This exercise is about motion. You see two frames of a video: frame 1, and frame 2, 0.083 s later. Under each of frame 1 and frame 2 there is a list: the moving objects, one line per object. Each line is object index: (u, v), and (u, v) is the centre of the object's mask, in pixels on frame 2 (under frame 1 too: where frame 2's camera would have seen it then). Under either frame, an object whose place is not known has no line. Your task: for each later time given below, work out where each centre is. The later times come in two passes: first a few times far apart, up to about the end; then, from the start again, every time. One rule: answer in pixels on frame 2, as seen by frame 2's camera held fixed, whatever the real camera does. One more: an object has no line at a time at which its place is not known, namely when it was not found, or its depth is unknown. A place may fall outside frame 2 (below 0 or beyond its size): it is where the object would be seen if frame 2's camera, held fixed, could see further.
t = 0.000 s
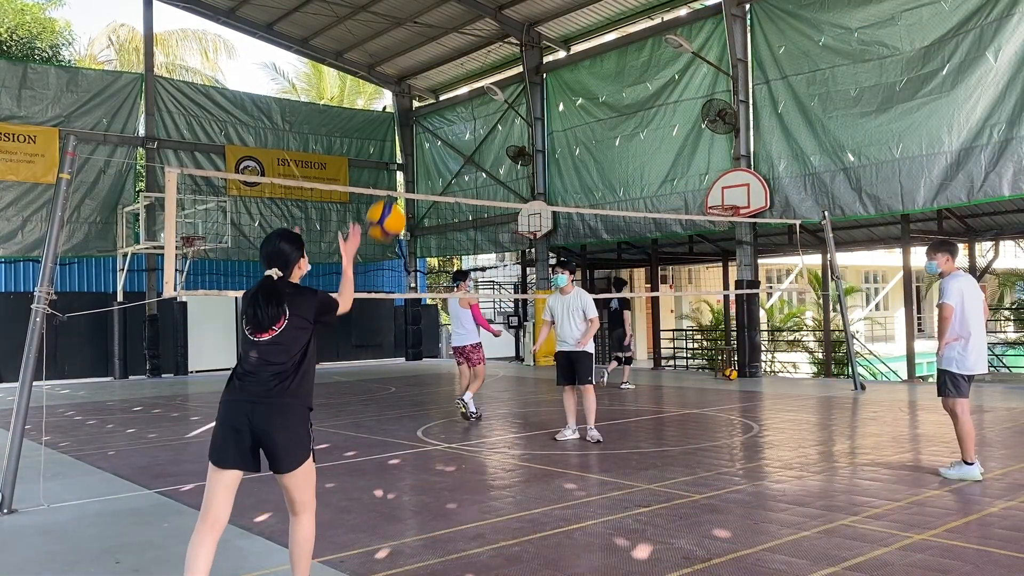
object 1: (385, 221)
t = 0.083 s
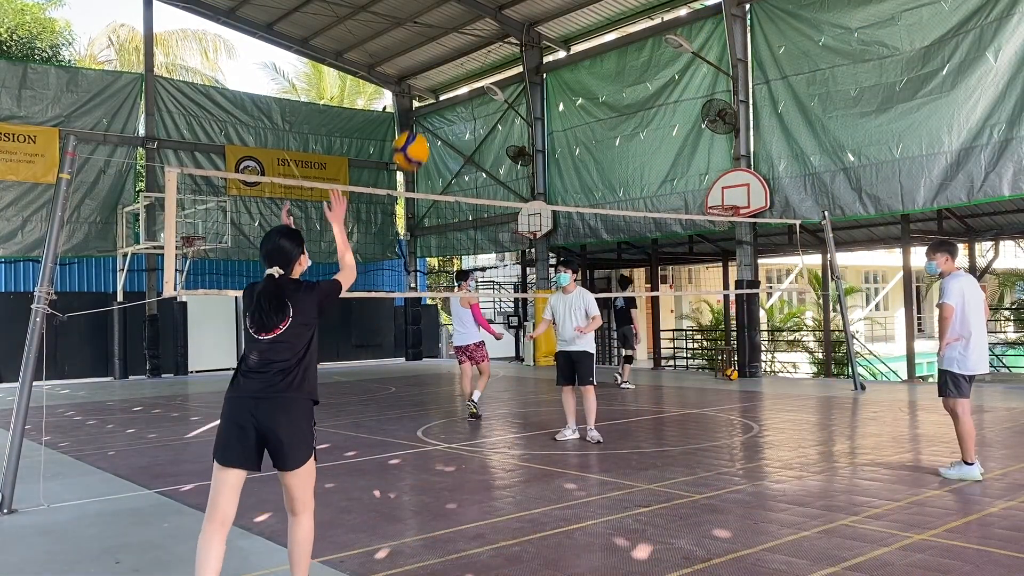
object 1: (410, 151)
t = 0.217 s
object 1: (443, 76)
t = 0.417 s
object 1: (482, 31)
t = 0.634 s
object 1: (515, 49)
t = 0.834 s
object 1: (541, 108)
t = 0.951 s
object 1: (554, 158)
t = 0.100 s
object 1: (415, 139)
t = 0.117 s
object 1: (419, 128)
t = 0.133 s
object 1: (423, 118)
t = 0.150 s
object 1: (427, 109)
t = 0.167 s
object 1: (431, 99)
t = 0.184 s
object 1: (435, 91)
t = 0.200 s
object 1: (439, 83)
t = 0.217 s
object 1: (443, 76)
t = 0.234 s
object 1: (446, 69)
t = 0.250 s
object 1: (450, 63)
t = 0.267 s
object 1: (453, 58)
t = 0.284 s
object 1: (457, 53)
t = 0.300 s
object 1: (460, 49)
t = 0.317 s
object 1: (463, 45)
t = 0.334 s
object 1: (466, 41)
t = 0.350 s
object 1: (470, 38)
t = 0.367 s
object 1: (473, 36)
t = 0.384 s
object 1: (476, 34)
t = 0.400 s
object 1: (479, 32)
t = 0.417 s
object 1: (482, 31)
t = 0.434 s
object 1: (484, 30)
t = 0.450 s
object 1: (487, 30)
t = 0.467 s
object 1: (490, 30)
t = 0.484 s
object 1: (492, 30)
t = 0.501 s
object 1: (495, 31)
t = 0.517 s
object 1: (498, 32)
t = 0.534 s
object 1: (500, 33)
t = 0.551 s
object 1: (503, 35)
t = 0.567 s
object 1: (505, 37)
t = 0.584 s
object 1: (507, 39)
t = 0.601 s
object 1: (510, 42)
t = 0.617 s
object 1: (513, 45)
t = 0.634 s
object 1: (515, 49)
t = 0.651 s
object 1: (517, 52)
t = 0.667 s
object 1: (520, 56)
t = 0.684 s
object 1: (522, 60)
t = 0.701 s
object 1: (524, 64)
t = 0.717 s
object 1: (526, 69)
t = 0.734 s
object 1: (529, 74)
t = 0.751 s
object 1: (531, 79)
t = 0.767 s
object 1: (533, 84)
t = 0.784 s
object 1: (535, 89)
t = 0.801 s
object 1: (537, 96)
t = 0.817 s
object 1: (539, 102)
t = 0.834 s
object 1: (541, 108)
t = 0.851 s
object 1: (543, 115)
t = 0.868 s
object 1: (545, 121)
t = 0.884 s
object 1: (546, 128)
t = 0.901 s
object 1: (549, 135)
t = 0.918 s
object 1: (550, 142)
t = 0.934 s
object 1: (552, 150)
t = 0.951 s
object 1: (554, 158)
